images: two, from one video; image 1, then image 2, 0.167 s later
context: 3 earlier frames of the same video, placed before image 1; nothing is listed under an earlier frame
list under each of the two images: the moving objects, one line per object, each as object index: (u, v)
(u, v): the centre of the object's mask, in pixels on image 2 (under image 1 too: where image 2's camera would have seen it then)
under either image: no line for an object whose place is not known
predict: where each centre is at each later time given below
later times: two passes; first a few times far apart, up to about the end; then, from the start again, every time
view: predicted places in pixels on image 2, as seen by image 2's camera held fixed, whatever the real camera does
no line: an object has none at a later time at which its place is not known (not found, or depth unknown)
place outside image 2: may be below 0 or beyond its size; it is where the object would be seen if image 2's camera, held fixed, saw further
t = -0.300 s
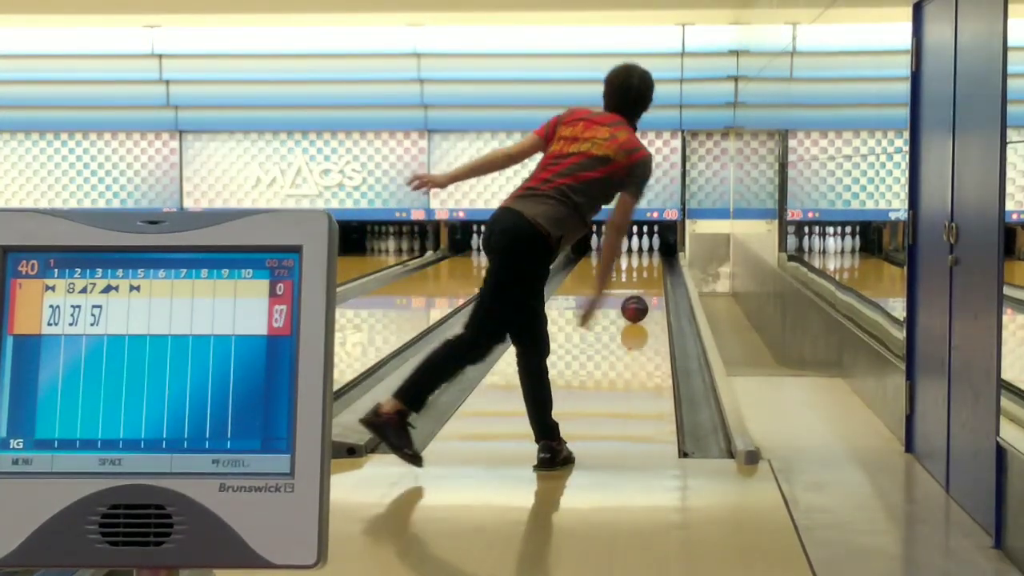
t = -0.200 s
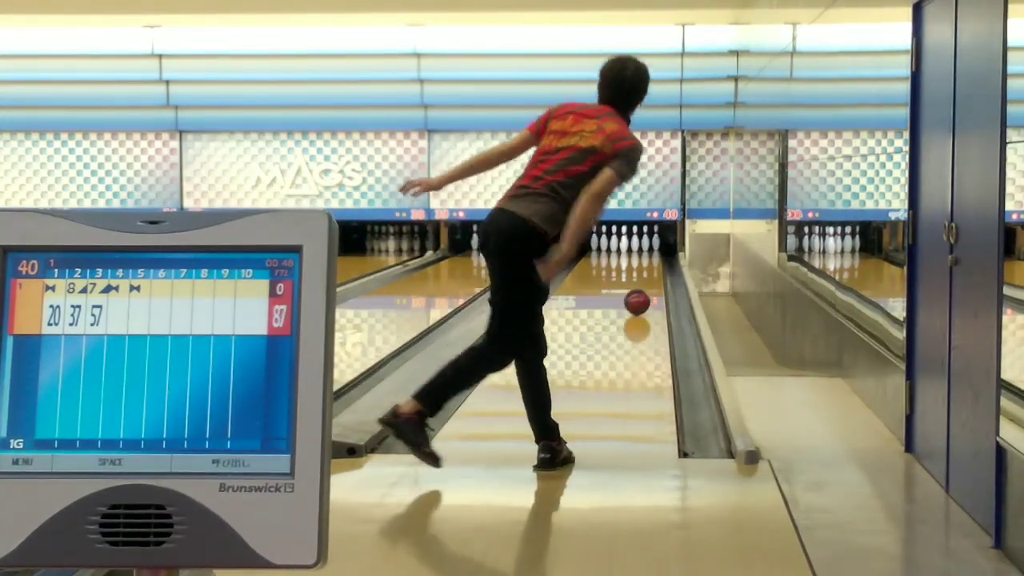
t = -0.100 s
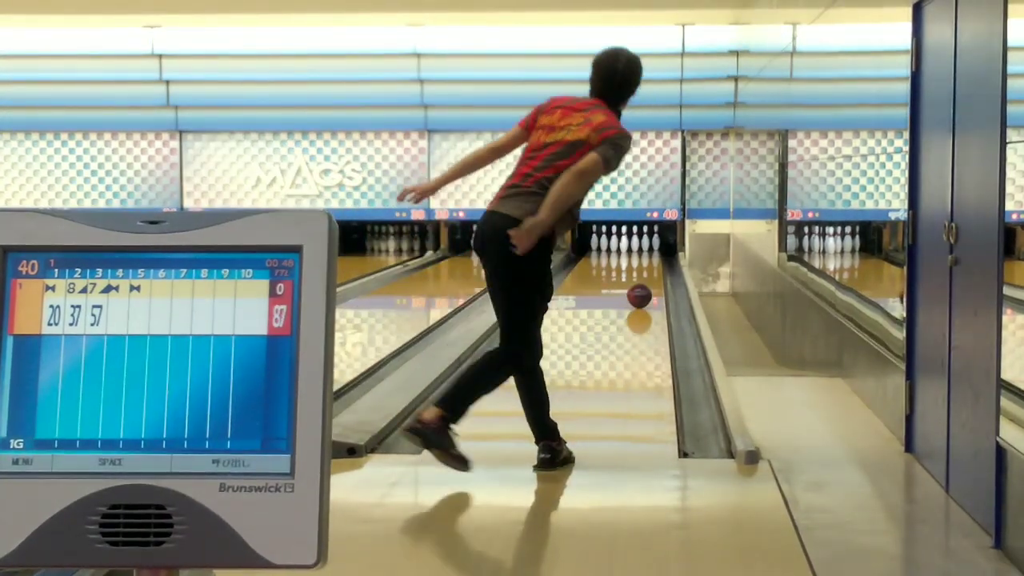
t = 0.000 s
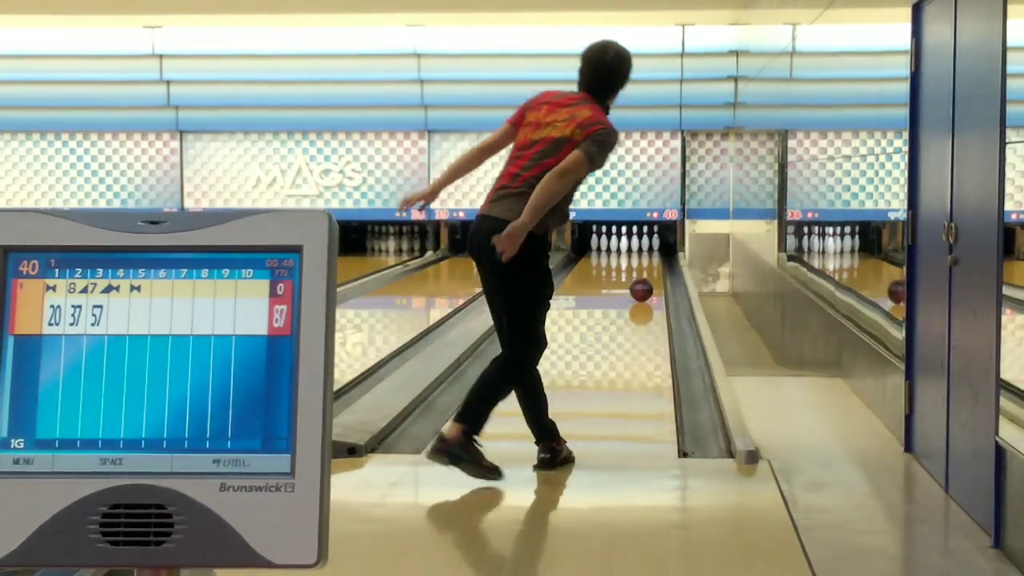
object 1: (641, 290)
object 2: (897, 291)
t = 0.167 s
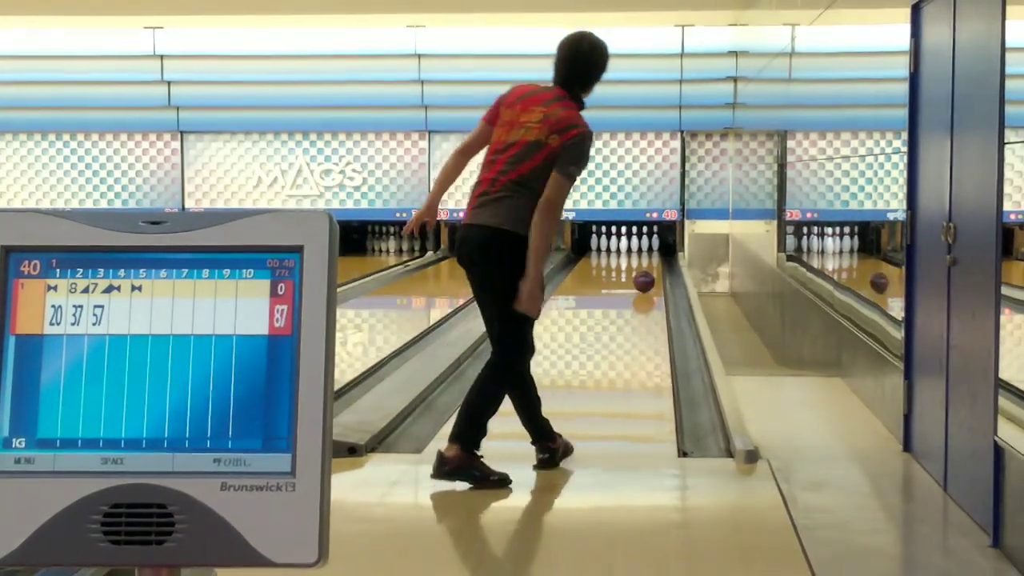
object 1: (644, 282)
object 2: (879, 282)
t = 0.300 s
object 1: (645, 276)
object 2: (868, 277)
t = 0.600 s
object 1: (646, 266)
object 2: (846, 267)
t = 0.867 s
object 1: (643, 258)
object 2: (834, 259)
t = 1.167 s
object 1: (636, 251)
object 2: (829, 252)
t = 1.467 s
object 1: (626, 247)
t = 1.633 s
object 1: (624, 245)
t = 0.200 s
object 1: (644, 280)
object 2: (876, 281)
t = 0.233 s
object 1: (644, 279)
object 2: (873, 279)
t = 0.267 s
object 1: (645, 277)
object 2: (870, 278)
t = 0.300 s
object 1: (645, 276)
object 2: (868, 277)
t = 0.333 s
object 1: (646, 274)
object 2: (865, 275)
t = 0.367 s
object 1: (646, 273)
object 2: (863, 275)
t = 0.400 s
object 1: (646, 272)
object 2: (860, 273)
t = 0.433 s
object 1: (646, 271)
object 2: (857, 272)
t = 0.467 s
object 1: (646, 270)
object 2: (854, 271)
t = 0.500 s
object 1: (646, 269)
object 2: (852, 270)
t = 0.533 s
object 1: (646, 268)
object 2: (850, 269)
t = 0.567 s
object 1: (646, 267)
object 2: (848, 268)
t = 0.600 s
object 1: (646, 266)
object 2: (846, 267)
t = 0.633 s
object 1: (645, 265)
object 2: (844, 266)
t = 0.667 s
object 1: (645, 263)
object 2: (843, 265)
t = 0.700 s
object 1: (645, 262)
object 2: (842, 264)
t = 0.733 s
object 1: (644, 262)
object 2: (840, 263)
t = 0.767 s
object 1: (644, 261)
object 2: (838, 262)
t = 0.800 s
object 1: (644, 261)
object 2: (837, 262)
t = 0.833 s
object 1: (643, 259)
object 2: (836, 260)
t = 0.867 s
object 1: (643, 258)
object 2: (834, 259)
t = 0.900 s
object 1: (642, 257)
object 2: (833, 258)
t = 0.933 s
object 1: (642, 257)
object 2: (832, 257)
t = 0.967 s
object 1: (641, 256)
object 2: (831, 257)
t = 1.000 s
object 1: (641, 255)
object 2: (831, 256)
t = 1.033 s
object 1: (639, 254)
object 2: (830, 255)
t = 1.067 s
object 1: (638, 253)
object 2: (830, 254)
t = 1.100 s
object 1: (638, 253)
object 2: (829, 254)
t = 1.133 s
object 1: (637, 252)
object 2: (829, 253)
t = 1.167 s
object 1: (636, 251)
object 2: (829, 252)
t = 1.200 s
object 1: (635, 251)
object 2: (829, 252)
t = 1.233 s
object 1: (634, 251)
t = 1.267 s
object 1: (634, 250)
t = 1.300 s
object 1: (633, 249)
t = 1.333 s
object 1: (632, 249)
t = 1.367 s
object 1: (630, 248)
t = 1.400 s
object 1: (628, 248)
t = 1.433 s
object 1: (627, 247)
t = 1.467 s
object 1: (626, 247)
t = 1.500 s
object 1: (626, 246)
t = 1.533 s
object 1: (625, 246)
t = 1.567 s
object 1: (626, 245)
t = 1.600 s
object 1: (625, 245)
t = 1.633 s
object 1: (624, 245)
